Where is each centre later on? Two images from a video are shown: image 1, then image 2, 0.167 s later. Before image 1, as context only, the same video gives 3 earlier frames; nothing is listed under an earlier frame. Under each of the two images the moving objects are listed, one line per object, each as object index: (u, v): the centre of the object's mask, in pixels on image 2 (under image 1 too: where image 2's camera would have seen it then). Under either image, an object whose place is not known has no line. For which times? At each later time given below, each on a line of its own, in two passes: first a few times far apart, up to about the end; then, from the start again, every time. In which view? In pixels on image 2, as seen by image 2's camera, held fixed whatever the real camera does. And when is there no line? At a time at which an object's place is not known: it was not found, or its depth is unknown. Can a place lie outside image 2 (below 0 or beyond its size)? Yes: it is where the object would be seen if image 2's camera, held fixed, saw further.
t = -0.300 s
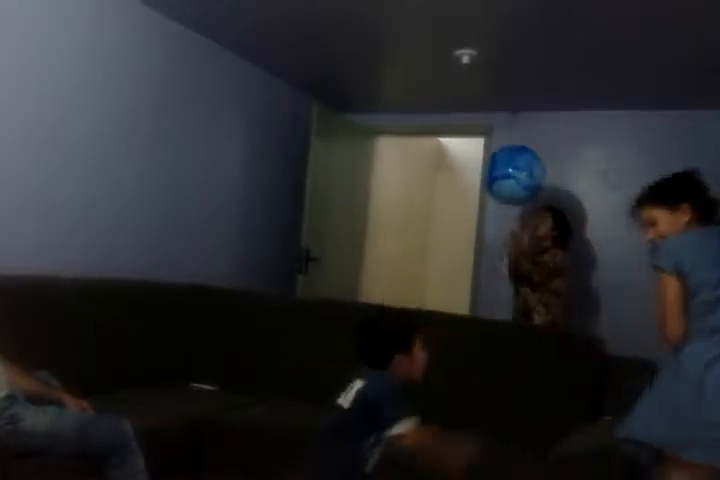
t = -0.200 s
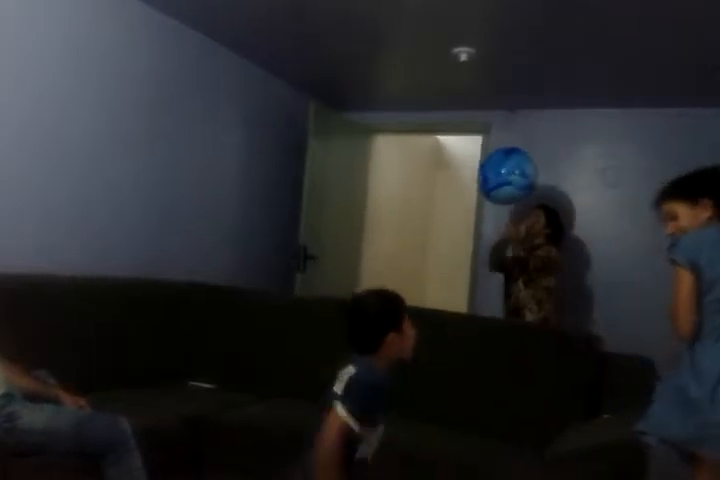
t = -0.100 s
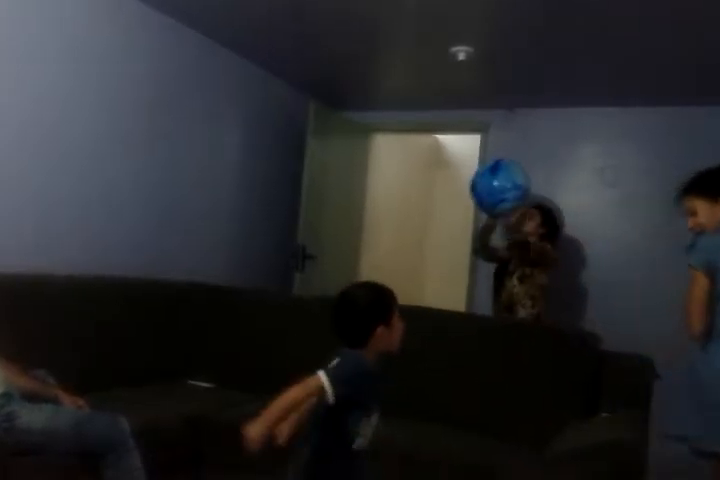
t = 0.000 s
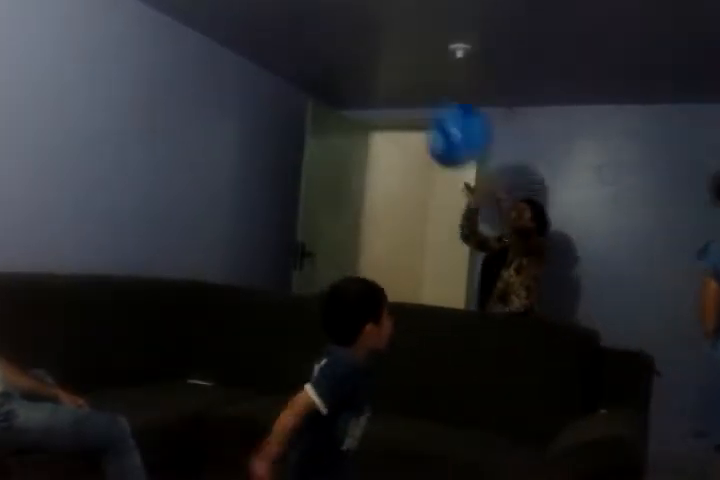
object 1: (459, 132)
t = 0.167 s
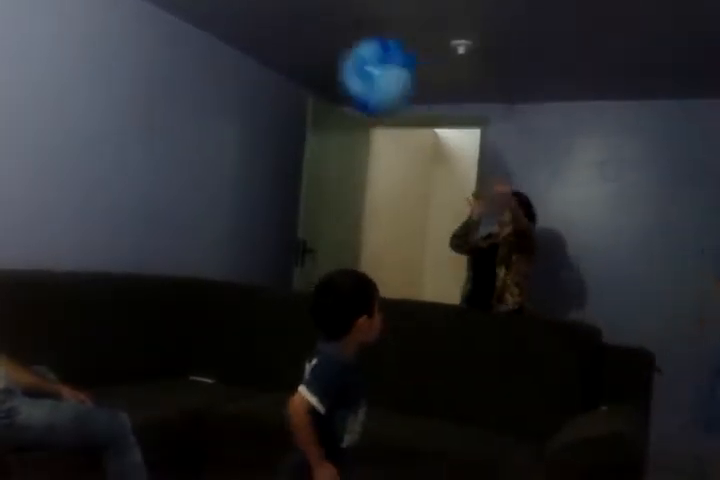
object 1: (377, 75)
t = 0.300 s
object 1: (304, 68)
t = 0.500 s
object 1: (188, 132)
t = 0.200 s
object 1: (360, 70)
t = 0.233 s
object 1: (342, 68)
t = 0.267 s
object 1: (322, 68)
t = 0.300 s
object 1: (304, 68)
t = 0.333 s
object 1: (287, 72)
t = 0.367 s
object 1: (268, 80)
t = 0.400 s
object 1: (248, 87)
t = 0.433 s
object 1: (229, 100)
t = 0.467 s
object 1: (209, 116)
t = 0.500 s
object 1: (188, 132)
